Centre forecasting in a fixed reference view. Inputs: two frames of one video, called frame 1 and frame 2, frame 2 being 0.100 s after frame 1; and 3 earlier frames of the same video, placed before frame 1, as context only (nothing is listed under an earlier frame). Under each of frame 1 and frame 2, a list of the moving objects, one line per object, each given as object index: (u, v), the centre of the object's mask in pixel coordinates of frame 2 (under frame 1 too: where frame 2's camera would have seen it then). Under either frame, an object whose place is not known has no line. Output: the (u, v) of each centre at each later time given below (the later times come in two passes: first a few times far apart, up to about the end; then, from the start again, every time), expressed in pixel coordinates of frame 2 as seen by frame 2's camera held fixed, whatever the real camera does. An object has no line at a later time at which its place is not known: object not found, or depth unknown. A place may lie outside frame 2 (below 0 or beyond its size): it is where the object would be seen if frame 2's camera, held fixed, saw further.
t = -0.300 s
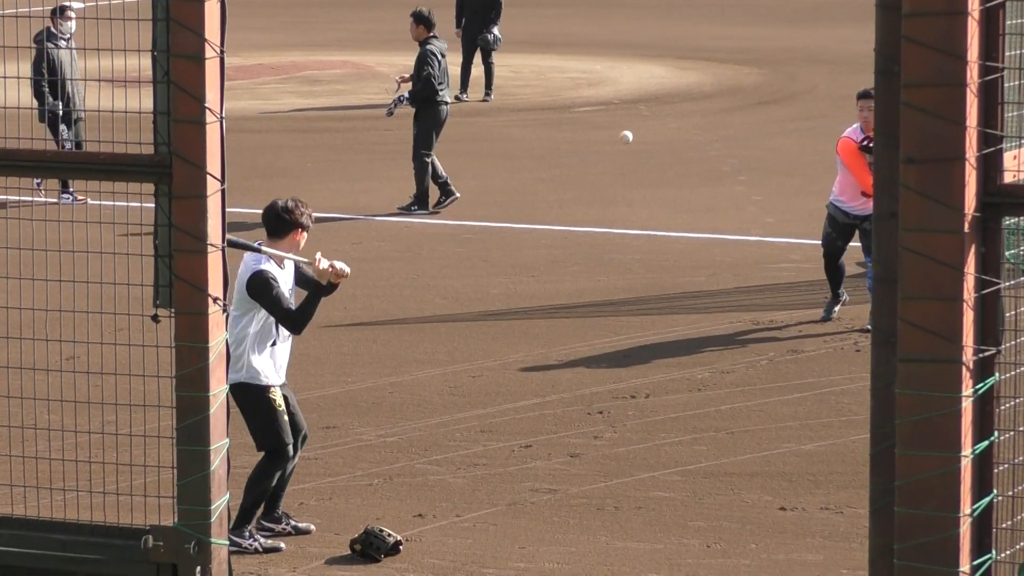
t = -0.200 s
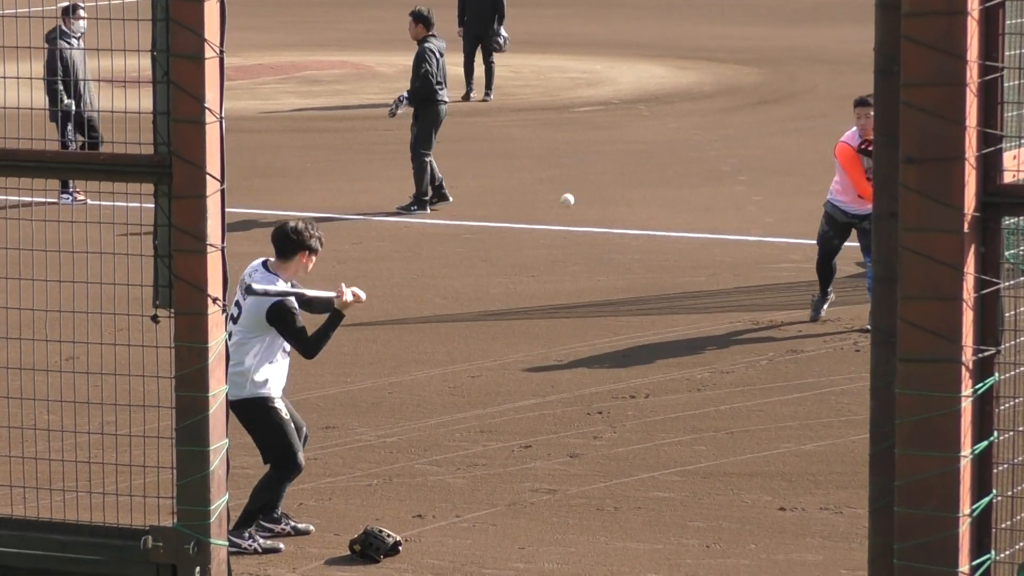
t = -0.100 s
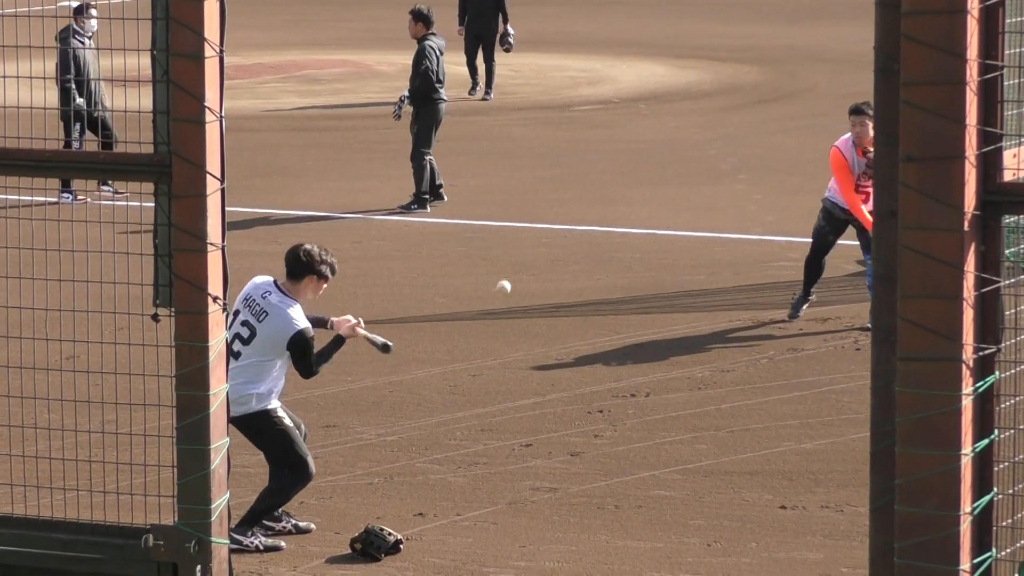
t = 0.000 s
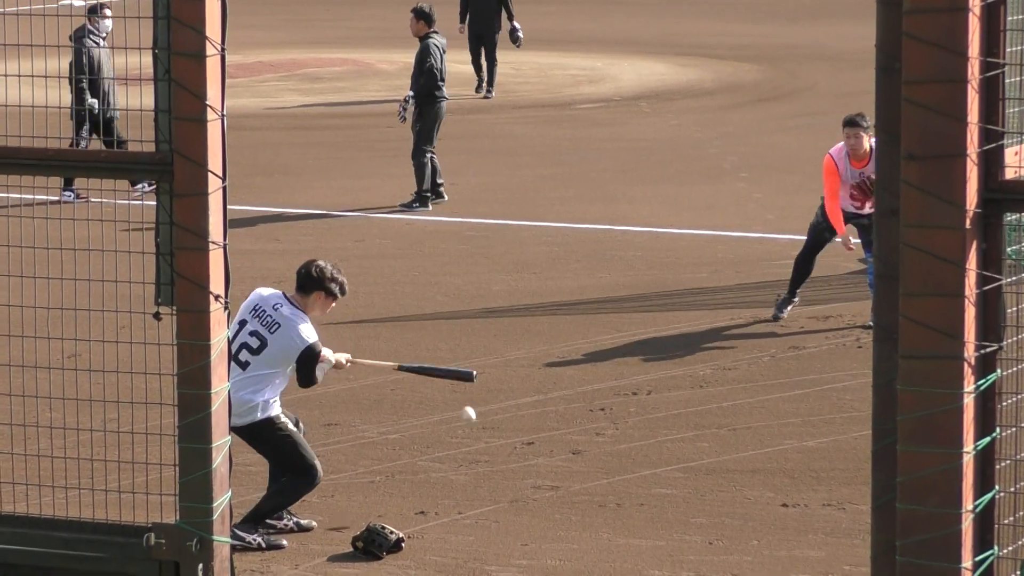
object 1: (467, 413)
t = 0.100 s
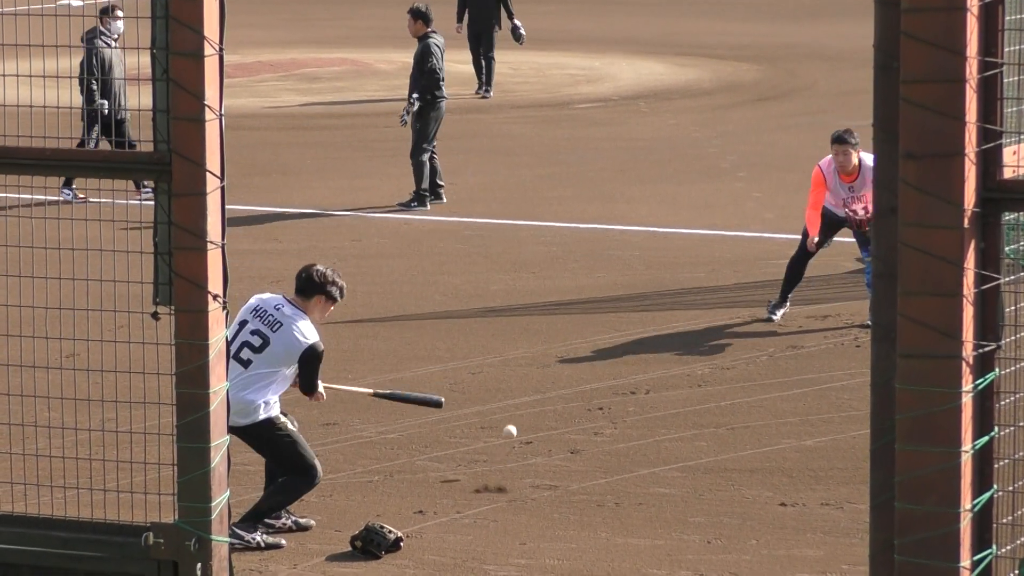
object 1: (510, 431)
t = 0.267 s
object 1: (560, 319)
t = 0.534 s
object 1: (630, 258)
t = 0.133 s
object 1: (520, 404)
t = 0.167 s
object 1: (530, 379)
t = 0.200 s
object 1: (540, 356)
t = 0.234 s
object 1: (550, 337)
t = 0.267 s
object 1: (560, 319)
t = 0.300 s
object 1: (569, 304)
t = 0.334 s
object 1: (579, 291)
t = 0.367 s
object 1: (588, 281)
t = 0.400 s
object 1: (596, 272)
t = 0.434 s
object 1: (605, 266)
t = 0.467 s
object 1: (613, 262)
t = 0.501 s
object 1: (622, 259)
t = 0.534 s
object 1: (630, 258)
